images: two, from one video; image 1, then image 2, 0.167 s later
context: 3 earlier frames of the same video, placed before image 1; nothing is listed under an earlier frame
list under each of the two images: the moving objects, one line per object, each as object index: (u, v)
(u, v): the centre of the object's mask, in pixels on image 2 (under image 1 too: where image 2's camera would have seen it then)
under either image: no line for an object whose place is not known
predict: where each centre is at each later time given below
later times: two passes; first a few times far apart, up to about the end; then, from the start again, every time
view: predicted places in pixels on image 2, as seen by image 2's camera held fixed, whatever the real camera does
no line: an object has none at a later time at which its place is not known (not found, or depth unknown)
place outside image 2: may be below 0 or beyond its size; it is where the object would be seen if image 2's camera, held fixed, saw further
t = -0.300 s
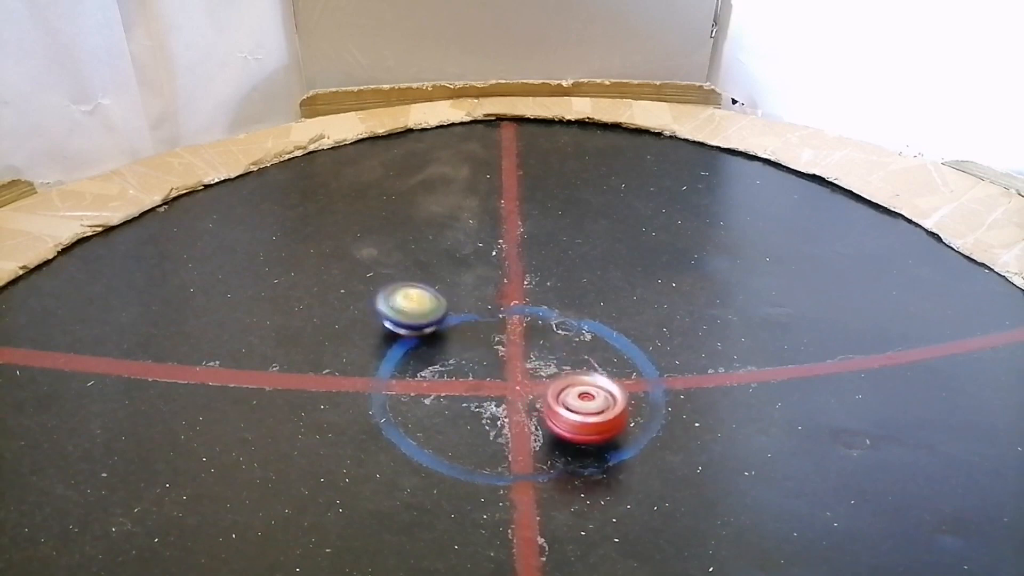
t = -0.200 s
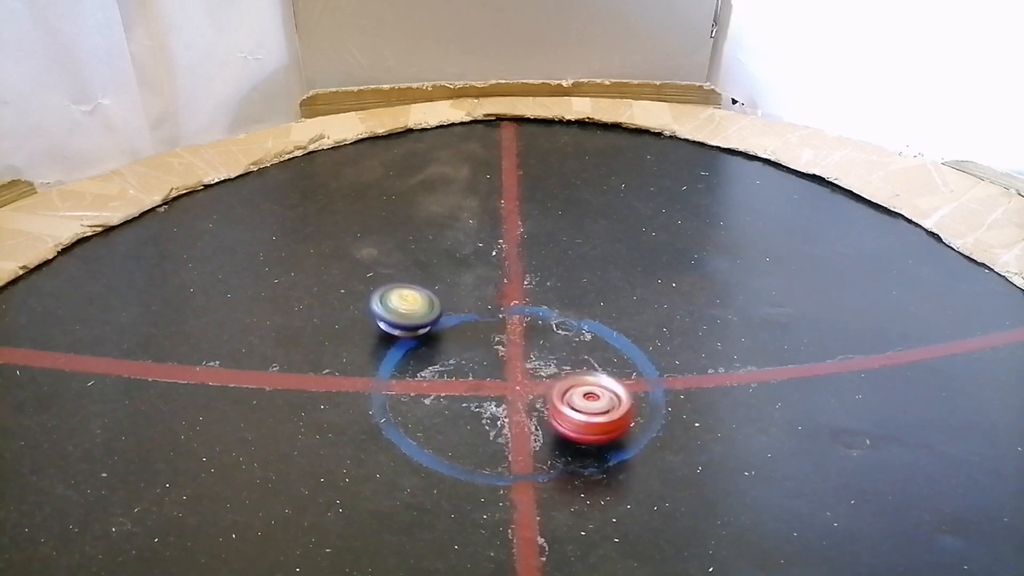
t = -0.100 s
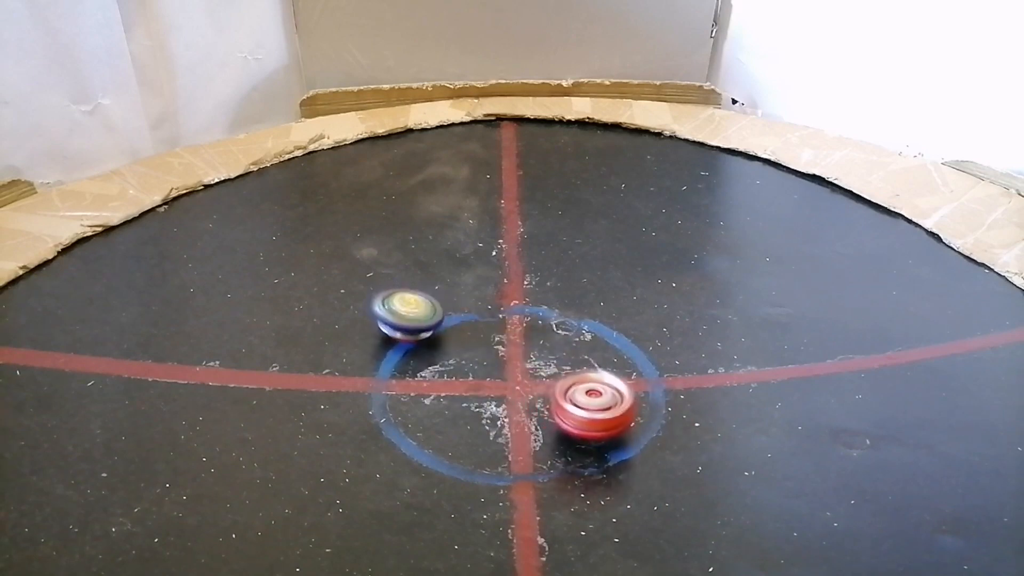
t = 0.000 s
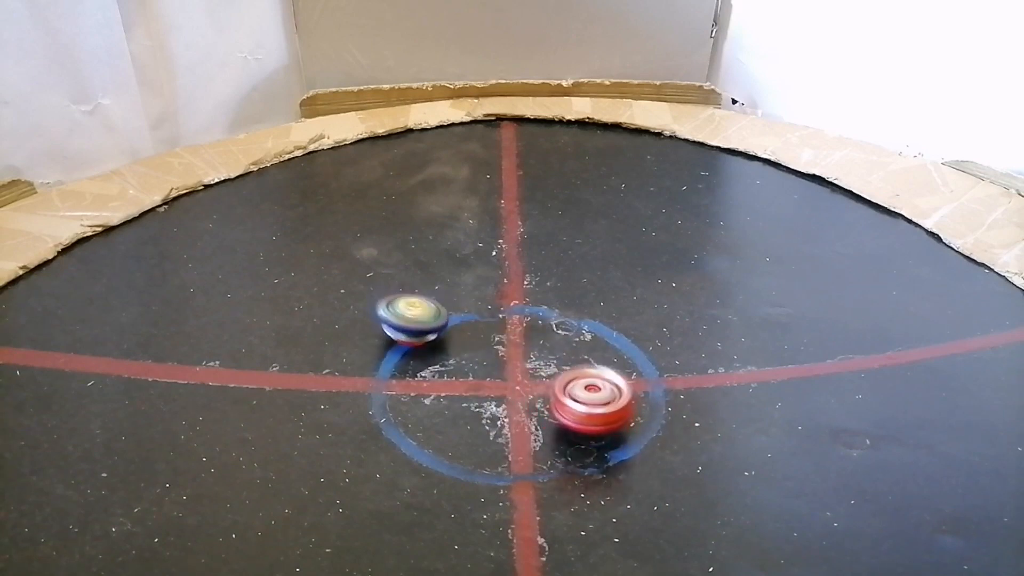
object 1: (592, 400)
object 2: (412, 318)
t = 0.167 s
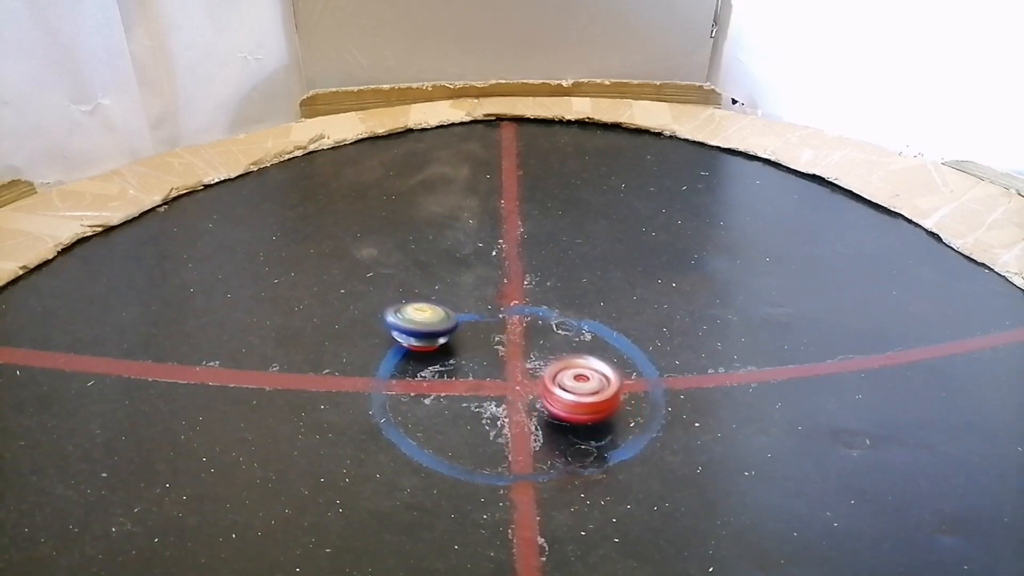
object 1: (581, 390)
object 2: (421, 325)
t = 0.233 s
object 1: (577, 386)
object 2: (425, 327)
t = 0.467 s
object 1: (562, 369)
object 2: (455, 332)
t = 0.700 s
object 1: (538, 356)
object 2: (481, 329)
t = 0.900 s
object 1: (572, 376)
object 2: (473, 288)
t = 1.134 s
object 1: (600, 395)
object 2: (481, 273)
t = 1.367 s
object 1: (624, 409)
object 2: (484, 282)
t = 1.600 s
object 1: (639, 409)
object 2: (486, 297)
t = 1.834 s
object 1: (622, 396)
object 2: (489, 327)
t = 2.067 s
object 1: (591, 385)
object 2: (510, 371)
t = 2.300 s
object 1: (673, 397)
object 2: (420, 368)
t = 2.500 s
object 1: (685, 382)
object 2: (406, 368)
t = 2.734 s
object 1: (668, 364)
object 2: (414, 368)
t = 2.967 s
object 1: (633, 356)
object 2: (426, 366)
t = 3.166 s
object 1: (601, 349)
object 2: (433, 364)
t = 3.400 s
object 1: (557, 345)
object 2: (437, 360)
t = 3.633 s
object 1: (515, 342)
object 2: (437, 357)
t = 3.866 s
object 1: (526, 340)
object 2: (412, 359)
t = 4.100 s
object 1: (541, 345)
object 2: (413, 362)
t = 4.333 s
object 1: (558, 353)
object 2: (421, 365)
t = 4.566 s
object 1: (574, 367)
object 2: (432, 365)
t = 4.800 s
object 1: (585, 380)
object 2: (437, 363)
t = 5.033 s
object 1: (590, 394)
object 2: (441, 360)
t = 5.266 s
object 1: (586, 404)
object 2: (442, 359)
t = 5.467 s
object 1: (578, 407)
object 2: (443, 358)
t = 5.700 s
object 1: (562, 403)
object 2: (445, 358)
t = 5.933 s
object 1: (543, 390)
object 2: (447, 358)
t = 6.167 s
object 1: (526, 374)
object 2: (450, 357)
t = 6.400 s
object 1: (527, 372)
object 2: (448, 355)
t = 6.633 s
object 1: (540, 372)
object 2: (453, 354)
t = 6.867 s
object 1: (555, 363)
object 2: (456, 354)
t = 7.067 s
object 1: (552, 359)
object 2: (459, 356)
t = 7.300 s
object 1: (555, 364)
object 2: (461, 355)
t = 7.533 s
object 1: (561, 371)
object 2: (464, 353)
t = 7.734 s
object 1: (568, 371)
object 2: (465, 351)
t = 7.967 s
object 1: (557, 365)
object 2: (471, 351)
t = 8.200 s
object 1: (546, 367)
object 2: (468, 350)
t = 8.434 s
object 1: (544, 371)
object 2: (467, 352)
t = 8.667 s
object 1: (548, 376)
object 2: (470, 354)
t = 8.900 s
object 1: (545, 374)
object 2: (472, 353)
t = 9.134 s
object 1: (558, 377)
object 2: (459, 349)
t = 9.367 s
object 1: (579, 386)
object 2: (446, 348)
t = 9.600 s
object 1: (593, 395)
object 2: (443, 353)
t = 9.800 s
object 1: (601, 400)
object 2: (449, 361)
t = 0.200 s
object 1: (579, 388)
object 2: (423, 326)
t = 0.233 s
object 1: (577, 386)
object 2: (425, 327)
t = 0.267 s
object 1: (575, 384)
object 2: (429, 328)
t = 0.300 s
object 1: (573, 381)
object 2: (432, 329)
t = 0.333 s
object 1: (571, 379)
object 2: (436, 330)
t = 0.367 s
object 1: (569, 377)
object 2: (441, 331)
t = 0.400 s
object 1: (567, 374)
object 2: (446, 332)
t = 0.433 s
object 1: (564, 372)
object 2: (450, 332)
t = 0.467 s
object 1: (562, 369)
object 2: (455, 332)
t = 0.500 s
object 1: (559, 367)
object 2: (460, 332)
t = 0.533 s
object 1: (555, 365)
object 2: (464, 332)
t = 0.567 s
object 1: (553, 363)
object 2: (469, 332)
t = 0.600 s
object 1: (551, 362)
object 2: (472, 331)
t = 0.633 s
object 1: (547, 361)
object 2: (476, 331)
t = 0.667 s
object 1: (542, 359)
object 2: (479, 330)
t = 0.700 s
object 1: (538, 356)
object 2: (481, 329)
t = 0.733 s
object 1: (543, 360)
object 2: (479, 323)
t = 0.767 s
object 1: (550, 365)
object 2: (475, 314)
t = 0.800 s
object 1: (557, 369)
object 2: (472, 306)
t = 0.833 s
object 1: (562, 372)
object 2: (471, 299)
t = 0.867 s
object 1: (567, 374)
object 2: (472, 293)
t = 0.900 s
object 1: (572, 376)
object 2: (473, 288)
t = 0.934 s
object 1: (576, 379)
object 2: (475, 283)
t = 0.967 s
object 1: (581, 382)
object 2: (477, 280)
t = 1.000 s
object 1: (585, 385)
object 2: (478, 277)
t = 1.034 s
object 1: (589, 387)
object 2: (480, 275)
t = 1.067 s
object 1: (593, 389)
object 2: (480, 274)
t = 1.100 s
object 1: (597, 392)
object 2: (481, 273)
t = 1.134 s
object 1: (600, 395)
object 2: (481, 273)
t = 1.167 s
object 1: (604, 397)
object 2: (481, 273)
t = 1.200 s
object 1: (607, 400)
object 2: (482, 274)
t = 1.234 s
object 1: (610, 402)
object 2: (482, 275)
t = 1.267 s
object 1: (613, 404)
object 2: (483, 276)
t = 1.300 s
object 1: (617, 406)
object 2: (483, 278)
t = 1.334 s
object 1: (620, 407)
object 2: (484, 280)
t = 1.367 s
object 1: (624, 409)
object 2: (484, 282)
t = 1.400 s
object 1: (627, 410)
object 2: (485, 283)
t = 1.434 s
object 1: (630, 410)
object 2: (485, 285)
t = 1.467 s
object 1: (632, 410)
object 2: (485, 288)
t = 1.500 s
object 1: (634, 411)
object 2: (485, 290)
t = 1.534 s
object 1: (636, 411)
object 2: (485, 292)
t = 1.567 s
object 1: (638, 410)
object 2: (485, 294)
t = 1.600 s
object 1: (639, 409)
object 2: (486, 297)
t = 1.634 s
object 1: (639, 407)
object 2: (485, 299)
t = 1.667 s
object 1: (638, 405)
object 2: (485, 303)
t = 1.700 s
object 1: (636, 404)
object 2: (485, 306)
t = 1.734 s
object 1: (634, 402)
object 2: (486, 311)
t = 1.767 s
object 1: (630, 400)
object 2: (487, 316)
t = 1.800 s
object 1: (626, 398)
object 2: (488, 321)
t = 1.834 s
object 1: (622, 396)
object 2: (489, 327)
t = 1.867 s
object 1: (618, 395)
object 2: (490, 333)
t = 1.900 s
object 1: (613, 393)
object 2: (493, 339)
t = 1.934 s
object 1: (608, 392)
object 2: (495, 346)
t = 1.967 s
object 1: (604, 390)
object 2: (498, 352)
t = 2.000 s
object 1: (600, 388)
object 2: (501, 359)
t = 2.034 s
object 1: (595, 387)
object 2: (506, 365)
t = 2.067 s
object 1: (591, 385)
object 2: (510, 371)
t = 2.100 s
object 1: (601, 387)
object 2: (500, 372)
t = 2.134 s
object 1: (621, 391)
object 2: (484, 372)
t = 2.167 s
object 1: (638, 394)
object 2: (466, 371)
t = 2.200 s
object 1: (651, 396)
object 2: (452, 370)
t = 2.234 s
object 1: (661, 397)
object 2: (440, 369)
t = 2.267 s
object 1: (669, 397)
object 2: (430, 368)
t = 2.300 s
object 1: (673, 397)
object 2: (420, 368)
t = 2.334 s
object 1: (676, 395)
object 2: (414, 367)
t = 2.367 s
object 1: (679, 393)
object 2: (410, 367)
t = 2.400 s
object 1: (681, 390)
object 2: (407, 367)
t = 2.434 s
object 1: (683, 387)
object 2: (406, 367)
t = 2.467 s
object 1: (684, 385)
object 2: (406, 367)
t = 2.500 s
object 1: (685, 382)
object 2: (406, 368)
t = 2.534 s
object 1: (684, 380)
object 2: (408, 368)
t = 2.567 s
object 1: (683, 377)
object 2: (410, 369)
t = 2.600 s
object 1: (682, 375)
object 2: (411, 369)
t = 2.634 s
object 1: (679, 372)
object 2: (412, 369)
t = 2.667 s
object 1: (676, 369)
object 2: (412, 368)
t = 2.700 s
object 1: (672, 367)
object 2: (413, 368)
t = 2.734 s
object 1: (668, 364)
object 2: (414, 368)
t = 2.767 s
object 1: (664, 363)
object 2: (416, 368)
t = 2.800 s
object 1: (659, 361)
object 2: (417, 368)
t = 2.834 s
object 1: (654, 360)
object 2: (419, 367)
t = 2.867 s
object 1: (649, 359)
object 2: (421, 367)
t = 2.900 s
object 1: (644, 358)
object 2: (422, 367)
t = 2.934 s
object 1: (639, 357)
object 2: (424, 367)
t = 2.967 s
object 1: (633, 356)
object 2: (426, 366)
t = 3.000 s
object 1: (629, 355)
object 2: (428, 366)
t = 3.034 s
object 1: (624, 353)
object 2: (429, 365)
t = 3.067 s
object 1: (619, 352)
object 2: (431, 365)
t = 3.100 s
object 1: (613, 351)
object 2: (431, 364)
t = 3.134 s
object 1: (607, 350)
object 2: (432, 364)
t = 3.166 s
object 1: (601, 349)
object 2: (433, 364)
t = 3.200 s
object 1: (594, 348)
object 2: (434, 363)
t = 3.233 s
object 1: (588, 347)
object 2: (434, 362)
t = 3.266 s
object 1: (582, 346)
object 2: (435, 362)
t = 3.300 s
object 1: (576, 346)
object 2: (436, 362)
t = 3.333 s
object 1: (569, 346)
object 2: (436, 361)
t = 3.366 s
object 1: (562, 345)
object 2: (437, 361)
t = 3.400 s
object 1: (557, 345)
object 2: (437, 360)
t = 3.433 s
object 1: (551, 345)
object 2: (437, 359)
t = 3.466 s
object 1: (544, 344)
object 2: (437, 358)
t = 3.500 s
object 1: (539, 344)
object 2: (438, 358)
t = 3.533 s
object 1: (533, 343)
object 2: (438, 358)
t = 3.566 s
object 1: (526, 343)
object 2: (438, 357)
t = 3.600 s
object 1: (521, 342)
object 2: (438, 357)
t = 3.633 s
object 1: (515, 342)
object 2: (437, 357)
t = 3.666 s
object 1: (511, 341)
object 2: (434, 358)
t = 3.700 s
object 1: (515, 341)
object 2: (425, 358)
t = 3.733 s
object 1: (518, 340)
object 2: (419, 358)
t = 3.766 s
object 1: (521, 340)
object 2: (415, 359)
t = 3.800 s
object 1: (522, 340)
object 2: (413, 359)
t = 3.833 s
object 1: (524, 340)
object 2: (412, 359)
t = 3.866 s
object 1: (526, 340)
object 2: (412, 359)
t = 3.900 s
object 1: (528, 340)
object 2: (412, 359)
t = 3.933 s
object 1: (529, 340)
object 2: (412, 359)
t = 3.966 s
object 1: (531, 341)
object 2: (412, 359)
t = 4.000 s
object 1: (533, 343)
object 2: (412, 360)
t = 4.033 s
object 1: (536, 343)
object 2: (412, 360)
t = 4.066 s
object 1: (538, 344)
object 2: (413, 361)
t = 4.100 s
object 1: (541, 345)
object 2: (413, 362)
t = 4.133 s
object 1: (544, 346)
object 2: (414, 362)
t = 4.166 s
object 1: (546, 347)
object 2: (415, 363)
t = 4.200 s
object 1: (550, 348)
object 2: (417, 363)
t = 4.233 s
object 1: (552, 349)
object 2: (418, 363)
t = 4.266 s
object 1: (555, 351)
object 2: (419, 364)
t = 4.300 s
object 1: (556, 352)
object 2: (420, 364)
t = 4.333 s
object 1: (558, 353)
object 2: (421, 365)
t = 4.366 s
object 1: (561, 355)
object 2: (423, 365)
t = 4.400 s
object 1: (564, 357)
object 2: (424, 364)
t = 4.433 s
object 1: (566, 359)
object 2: (426, 365)
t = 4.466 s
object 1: (568, 361)
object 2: (427, 365)
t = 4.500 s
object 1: (571, 362)
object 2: (429, 365)
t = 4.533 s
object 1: (573, 364)
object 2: (431, 365)
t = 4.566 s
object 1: (574, 367)
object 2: (432, 365)
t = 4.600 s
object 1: (576, 368)
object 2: (433, 365)
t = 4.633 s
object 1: (578, 370)
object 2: (434, 364)
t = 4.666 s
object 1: (580, 373)
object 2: (435, 364)
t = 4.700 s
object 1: (582, 375)
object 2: (436, 364)
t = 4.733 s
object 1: (583, 376)
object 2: (436, 363)
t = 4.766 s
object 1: (584, 378)
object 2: (436, 363)
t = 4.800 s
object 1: (585, 380)
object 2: (437, 363)
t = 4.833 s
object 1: (586, 382)
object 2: (438, 362)
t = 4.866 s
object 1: (587, 384)
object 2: (438, 362)
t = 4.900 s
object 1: (588, 386)
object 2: (439, 361)
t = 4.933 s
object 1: (589, 388)
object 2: (440, 361)
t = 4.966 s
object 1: (590, 390)
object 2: (440, 361)
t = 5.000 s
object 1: (590, 391)
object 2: (441, 360)
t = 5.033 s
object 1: (590, 394)
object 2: (441, 360)
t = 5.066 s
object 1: (590, 395)
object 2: (441, 359)
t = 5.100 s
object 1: (590, 397)
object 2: (441, 359)
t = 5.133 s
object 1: (589, 399)
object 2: (442, 359)
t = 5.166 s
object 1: (588, 400)
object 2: (442, 359)
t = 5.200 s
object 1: (588, 402)
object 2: (442, 359)
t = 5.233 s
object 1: (587, 403)
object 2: (442, 359)
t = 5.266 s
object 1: (586, 404)
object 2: (442, 359)
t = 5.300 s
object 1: (585, 405)
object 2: (443, 358)
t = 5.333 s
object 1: (584, 406)
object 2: (443, 358)
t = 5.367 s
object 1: (582, 406)
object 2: (443, 358)
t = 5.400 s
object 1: (581, 406)
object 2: (443, 358)
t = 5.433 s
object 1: (579, 407)
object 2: (443, 358)
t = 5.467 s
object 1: (578, 407)
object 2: (443, 358)
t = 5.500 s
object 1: (576, 407)
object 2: (443, 358)
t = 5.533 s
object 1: (574, 406)
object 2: (444, 358)
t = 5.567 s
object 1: (572, 406)
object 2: (444, 358)
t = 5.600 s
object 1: (570, 405)
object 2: (444, 358)
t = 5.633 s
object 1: (567, 405)
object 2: (445, 358)
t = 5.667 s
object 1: (564, 404)
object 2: (445, 358)
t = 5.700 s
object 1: (562, 403)
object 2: (445, 358)
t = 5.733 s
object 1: (560, 401)
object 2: (445, 358)
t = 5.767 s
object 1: (557, 400)
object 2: (445, 358)
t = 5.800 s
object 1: (554, 399)
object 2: (446, 358)
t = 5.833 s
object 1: (551, 397)
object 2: (446, 358)
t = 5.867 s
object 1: (549, 395)
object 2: (446, 358)
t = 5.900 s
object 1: (545, 393)
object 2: (446, 358)
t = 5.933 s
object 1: (543, 390)
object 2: (447, 358)
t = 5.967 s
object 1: (541, 388)
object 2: (447, 358)
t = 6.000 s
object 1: (538, 386)
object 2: (447, 358)
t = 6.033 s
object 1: (536, 383)
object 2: (447, 358)
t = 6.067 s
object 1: (534, 381)
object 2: (448, 358)
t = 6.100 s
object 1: (532, 378)
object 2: (449, 358)
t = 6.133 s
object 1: (529, 376)
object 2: (449, 358)
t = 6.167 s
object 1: (526, 374)
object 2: (450, 357)
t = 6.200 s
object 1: (524, 373)
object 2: (450, 357)
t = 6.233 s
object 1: (523, 374)
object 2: (448, 356)
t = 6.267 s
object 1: (522, 374)
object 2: (447, 355)
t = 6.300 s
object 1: (522, 373)
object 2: (447, 355)
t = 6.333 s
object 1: (523, 372)
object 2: (447, 355)
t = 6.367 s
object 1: (525, 372)
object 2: (447, 355)
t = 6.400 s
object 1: (527, 372)
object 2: (448, 355)
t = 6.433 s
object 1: (527, 373)
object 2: (449, 355)
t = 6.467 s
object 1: (527, 373)
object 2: (450, 355)
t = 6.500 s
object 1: (528, 374)
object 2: (450, 354)
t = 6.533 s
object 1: (530, 374)
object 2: (451, 354)
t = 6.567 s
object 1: (534, 373)
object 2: (452, 354)
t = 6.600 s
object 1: (537, 373)
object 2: (452, 354)
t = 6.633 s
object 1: (540, 372)
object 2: (453, 354)
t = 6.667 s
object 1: (544, 371)
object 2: (453, 354)
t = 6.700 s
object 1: (547, 369)
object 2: (454, 354)
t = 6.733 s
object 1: (549, 368)
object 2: (455, 354)
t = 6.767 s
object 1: (550, 367)
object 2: (455, 354)
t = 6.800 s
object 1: (551, 365)
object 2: (455, 354)
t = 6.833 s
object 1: (552, 364)
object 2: (456, 354)
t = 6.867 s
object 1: (555, 363)
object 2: (456, 354)
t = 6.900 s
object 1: (559, 362)
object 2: (457, 354)
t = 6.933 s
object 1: (562, 362)
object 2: (458, 354)
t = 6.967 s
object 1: (562, 360)
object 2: (458, 355)
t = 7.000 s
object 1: (560, 359)
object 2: (458, 355)
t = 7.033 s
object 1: (557, 359)
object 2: (458, 355)
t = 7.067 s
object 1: (552, 359)
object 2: (459, 356)
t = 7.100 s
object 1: (549, 360)
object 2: (459, 356)
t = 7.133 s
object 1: (547, 361)
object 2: (459, 356)
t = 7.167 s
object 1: (548, 362)
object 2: (459, 356)
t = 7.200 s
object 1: (548, 363)
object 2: (459, 356)
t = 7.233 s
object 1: (549, 363)
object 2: (460, 356)
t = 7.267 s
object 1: (551, 363)
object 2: (460, 355)
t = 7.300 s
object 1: (555, 364)
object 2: (461, 355)
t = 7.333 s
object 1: (556, 365)
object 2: (460, 355)
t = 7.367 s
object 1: (556, 367)
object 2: (460, 354)
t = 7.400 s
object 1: (556, 369)
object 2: (461, 354)
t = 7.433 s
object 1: (556, 370)
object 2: (461, 354)
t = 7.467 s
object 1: (559, 371)
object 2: (462, 353)
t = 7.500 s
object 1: (560, 371)
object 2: (463, 353)
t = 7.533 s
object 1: (561, 371)
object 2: (464, 353)
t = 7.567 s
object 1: (562, 371)
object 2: (465, 352)
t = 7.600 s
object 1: (563, 372)
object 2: (465, 352)
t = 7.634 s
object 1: (565, 372)
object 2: (465, 351)
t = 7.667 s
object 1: (566, 372)
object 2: (465, 351)
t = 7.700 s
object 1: (567, 371)
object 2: (465, 351)
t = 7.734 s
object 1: (568, 371)
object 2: (465, 351)
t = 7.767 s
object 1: (568, 370)
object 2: (466, 351)
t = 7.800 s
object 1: (568, 370)
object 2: (467, 351)
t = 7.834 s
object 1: (567, 369)
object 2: (467, 351)
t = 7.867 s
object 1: (566, 368)
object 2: (468, 351)
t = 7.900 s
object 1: (564, 367)
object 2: (469, 351)
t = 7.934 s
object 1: (561, 366)
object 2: (470, 351)
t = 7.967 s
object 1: (557, 365)
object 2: (471, 351)
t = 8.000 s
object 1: (555, 366)
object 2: (471, 351)
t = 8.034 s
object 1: (550, 367)
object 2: (472, 350)
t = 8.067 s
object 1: (547, 367)
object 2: (472, 351)
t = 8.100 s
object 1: (546, 367)
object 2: (470, 350)
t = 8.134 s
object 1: (546, 367)
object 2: (469, 349)
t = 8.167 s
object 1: (547, 367)
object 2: (468, 350)
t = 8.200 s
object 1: (546, 367)
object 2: (468, 350)
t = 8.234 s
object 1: (546, 367)
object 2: (467, 350)
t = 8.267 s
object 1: (544, 367)
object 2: (467, 350)
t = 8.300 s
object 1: (543, 367)
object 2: (467, 351)
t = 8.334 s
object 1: (543, 368)
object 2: (467, 351)
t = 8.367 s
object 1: (543, 369)
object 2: (467, 351)
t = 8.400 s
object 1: (543, 371)
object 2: (467, 352)
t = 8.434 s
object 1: (544, 371)
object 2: (467, 352)
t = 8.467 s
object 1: (544, 372)
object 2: (467, 352)
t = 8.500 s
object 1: (545, 373)
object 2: (468, 353)
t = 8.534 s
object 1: (545, 374)
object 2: (469, 353)
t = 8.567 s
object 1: (545, 376)
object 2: (469, 353)
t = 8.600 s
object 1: (546, 376)
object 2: (470, 353)
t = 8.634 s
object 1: (547, 376)
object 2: (470, 354)
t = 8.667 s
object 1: (548, 376)
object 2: (470, 354)
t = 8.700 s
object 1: (548, 377)
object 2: (471, 354)
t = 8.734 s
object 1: (549, 376)
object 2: (471, 354)
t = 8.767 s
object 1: (548, 375)
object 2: (472, 354)
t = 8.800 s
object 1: (547, 375)
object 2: (472, 354)
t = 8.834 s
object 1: (547, 374)
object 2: (472, 353)
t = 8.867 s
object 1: (545, 374)
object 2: (473, 353)
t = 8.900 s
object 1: (545, 374)
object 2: (472, 353)
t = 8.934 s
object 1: (545, 373)
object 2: (471, 352)
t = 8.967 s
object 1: (545, 373)
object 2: (471, 352)
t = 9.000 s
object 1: (545, 373)
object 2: (471, 352)
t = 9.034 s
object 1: (545, 373)
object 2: (471, 352)
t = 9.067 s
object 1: (550, 374)
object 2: (466, 351)
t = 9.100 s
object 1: (554, 376)
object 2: (462, 350)
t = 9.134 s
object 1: (558, 377)
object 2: (459, 349)
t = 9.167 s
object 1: (561, 378)
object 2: (456, 348)
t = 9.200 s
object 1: (564, 379)
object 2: (454, 347)
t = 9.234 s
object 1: (568, 380)
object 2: (452, 346)
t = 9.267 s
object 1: (570, 382)
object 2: (451, 346)
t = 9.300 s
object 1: (573, 383)
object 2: (449, 347)
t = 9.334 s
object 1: (575, 385)
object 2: (447, 347)
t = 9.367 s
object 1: (579, 386)
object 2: (446, 348)
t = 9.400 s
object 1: (581, 388)
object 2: (445, 349)
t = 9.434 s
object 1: (583, 389)
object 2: (445, 349)
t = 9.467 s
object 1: (586, 390)
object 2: (444, 350)
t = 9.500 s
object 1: (587, 391)
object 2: (444, 350)
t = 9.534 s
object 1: (588, 392)
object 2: (444, 351)
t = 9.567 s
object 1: (590, 394)
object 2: (444, 352)
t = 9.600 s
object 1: (593, 395)
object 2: (443, 353)
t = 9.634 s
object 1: (595, 397)
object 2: (443, 355)
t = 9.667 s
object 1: (596, 398)
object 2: (444, 355)
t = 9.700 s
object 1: (597, 399)
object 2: (445, 357)
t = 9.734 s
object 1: (599, 399)
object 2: (446, 358)
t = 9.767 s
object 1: (600, 400)
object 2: (447, 359)
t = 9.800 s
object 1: (601, 400)
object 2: (449, 361)
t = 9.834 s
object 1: (603, 400)
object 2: (451, 362)
